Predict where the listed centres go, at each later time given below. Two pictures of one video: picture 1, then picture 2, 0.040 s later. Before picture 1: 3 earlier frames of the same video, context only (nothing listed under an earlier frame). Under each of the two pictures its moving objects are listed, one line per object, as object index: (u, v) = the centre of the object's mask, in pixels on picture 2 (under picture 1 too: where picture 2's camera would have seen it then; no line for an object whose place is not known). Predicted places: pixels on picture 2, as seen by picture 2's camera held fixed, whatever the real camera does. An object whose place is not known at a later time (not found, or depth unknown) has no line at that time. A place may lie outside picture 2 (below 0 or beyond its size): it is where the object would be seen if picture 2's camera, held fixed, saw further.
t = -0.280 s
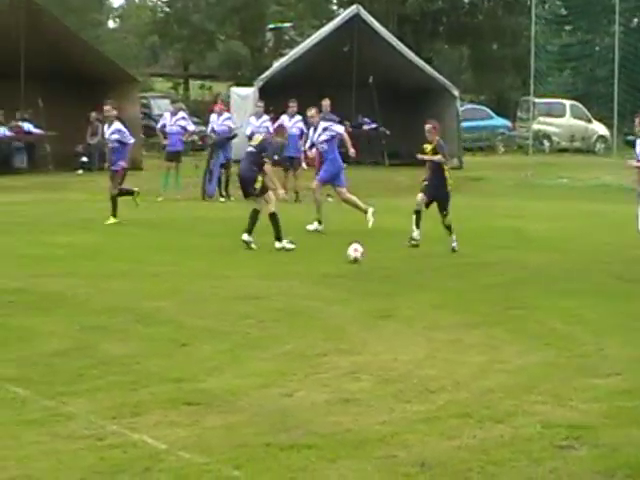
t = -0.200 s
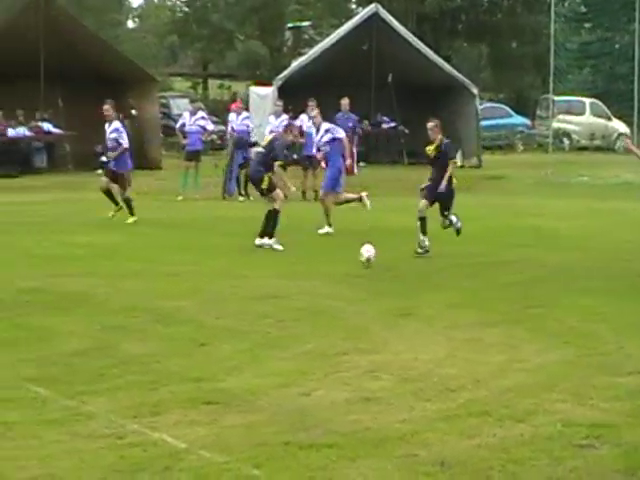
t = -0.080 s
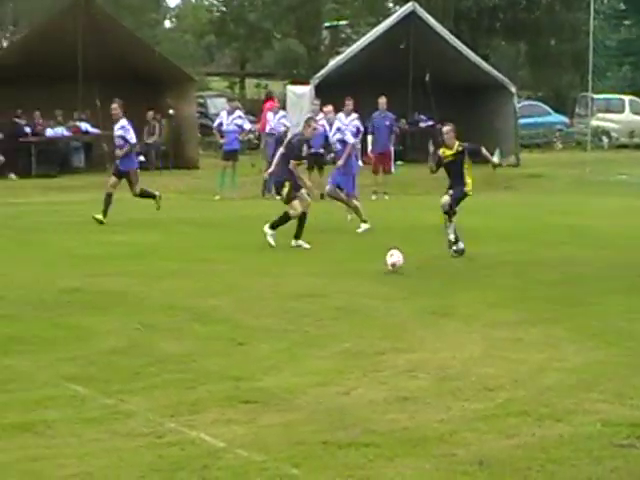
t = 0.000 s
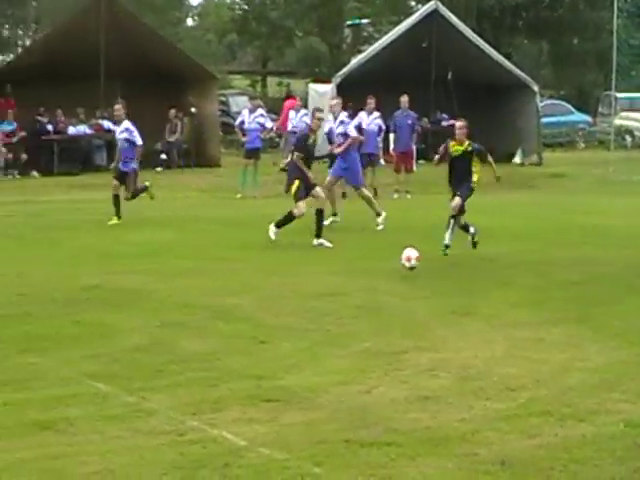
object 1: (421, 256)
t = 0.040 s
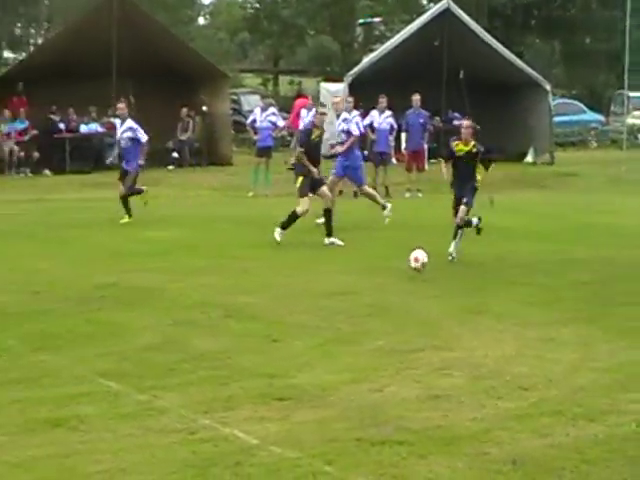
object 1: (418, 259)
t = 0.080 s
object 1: (415, 263)
